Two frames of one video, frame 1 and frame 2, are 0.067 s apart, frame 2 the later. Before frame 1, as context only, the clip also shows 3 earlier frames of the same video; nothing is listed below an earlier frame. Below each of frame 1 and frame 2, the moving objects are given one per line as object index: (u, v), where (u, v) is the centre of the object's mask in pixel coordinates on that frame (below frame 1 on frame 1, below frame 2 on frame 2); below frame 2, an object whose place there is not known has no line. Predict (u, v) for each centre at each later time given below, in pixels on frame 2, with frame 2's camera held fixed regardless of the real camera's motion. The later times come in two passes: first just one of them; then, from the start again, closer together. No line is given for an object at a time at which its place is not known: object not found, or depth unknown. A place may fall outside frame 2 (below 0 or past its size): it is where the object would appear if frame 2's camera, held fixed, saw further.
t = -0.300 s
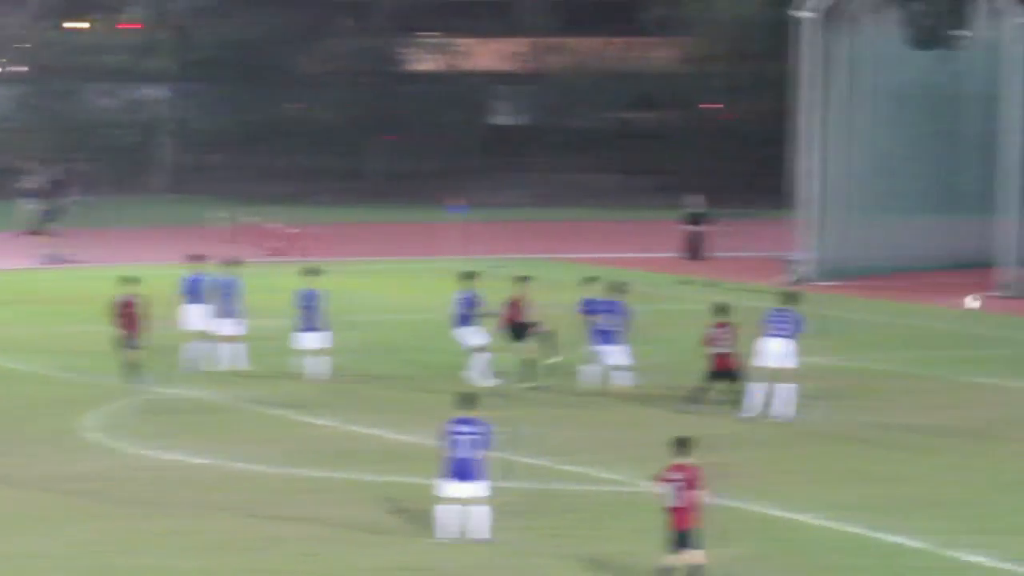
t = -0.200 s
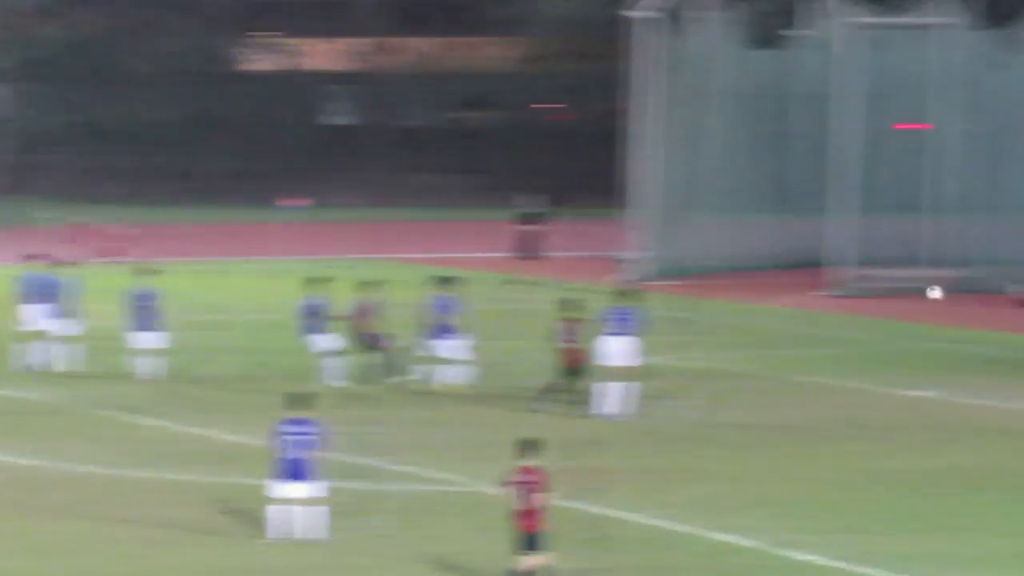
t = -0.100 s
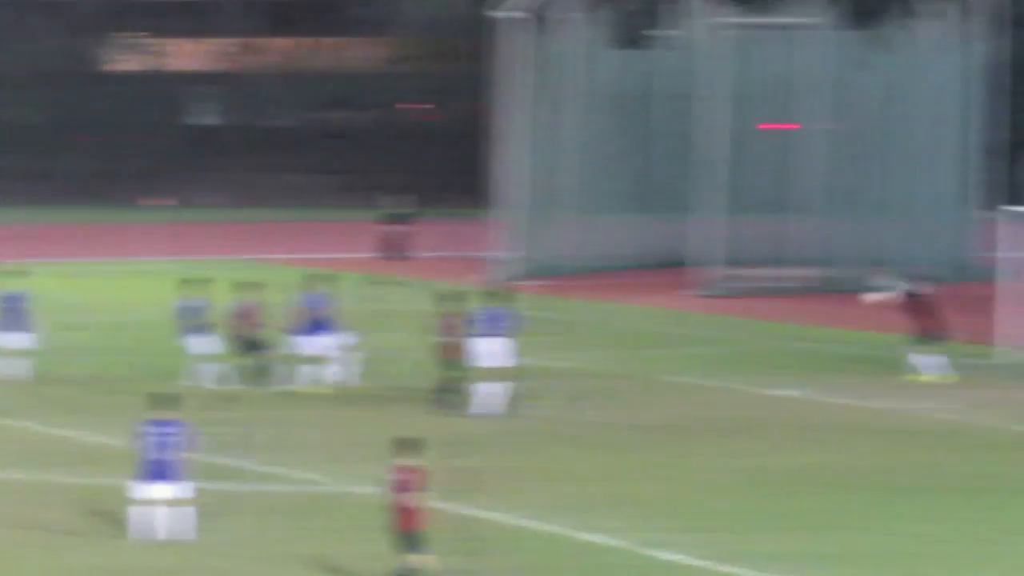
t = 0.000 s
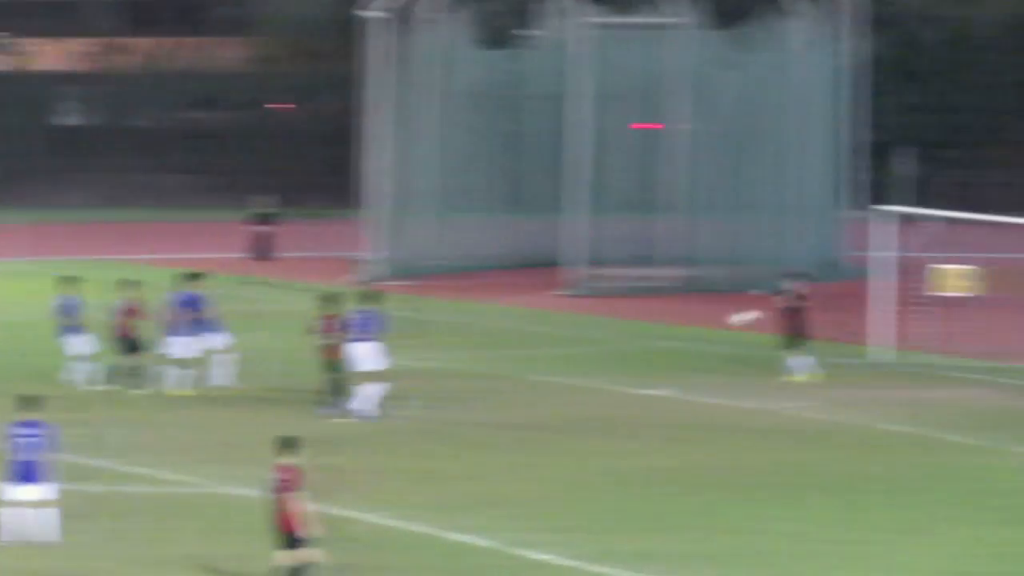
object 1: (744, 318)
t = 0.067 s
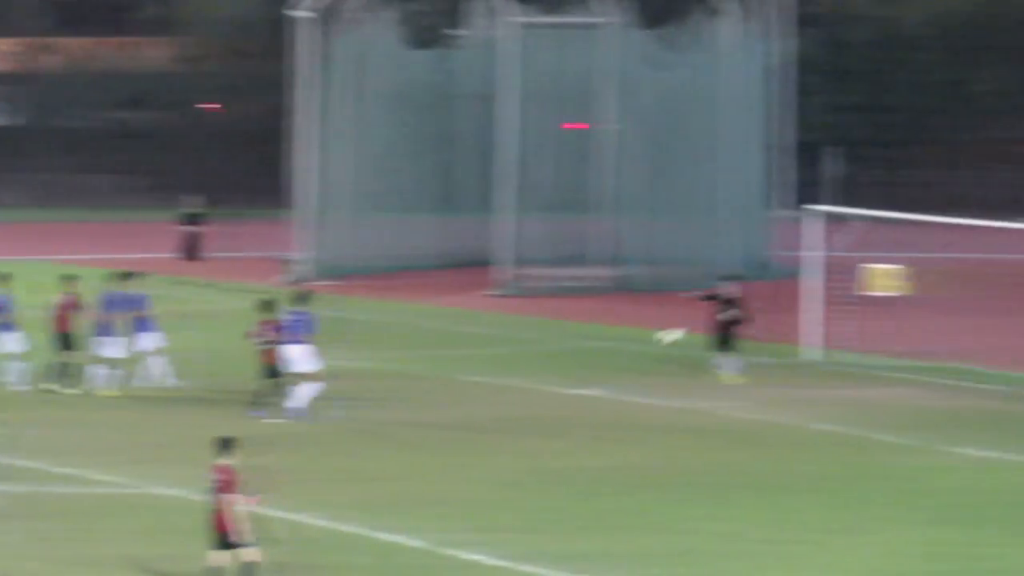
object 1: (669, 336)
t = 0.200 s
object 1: (659, 382)
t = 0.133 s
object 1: (667, 357)
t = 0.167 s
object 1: (662, 369)
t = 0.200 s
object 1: (659, 382)
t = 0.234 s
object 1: (654, 390)
